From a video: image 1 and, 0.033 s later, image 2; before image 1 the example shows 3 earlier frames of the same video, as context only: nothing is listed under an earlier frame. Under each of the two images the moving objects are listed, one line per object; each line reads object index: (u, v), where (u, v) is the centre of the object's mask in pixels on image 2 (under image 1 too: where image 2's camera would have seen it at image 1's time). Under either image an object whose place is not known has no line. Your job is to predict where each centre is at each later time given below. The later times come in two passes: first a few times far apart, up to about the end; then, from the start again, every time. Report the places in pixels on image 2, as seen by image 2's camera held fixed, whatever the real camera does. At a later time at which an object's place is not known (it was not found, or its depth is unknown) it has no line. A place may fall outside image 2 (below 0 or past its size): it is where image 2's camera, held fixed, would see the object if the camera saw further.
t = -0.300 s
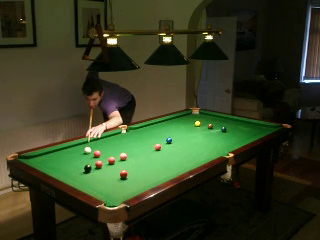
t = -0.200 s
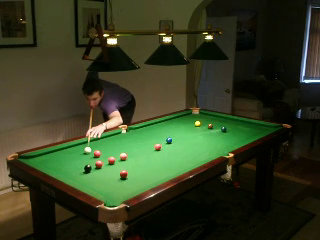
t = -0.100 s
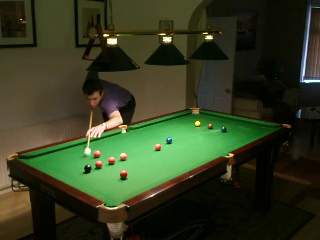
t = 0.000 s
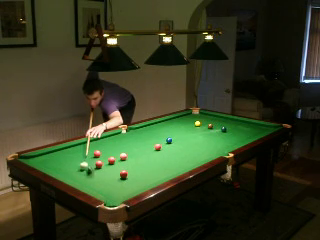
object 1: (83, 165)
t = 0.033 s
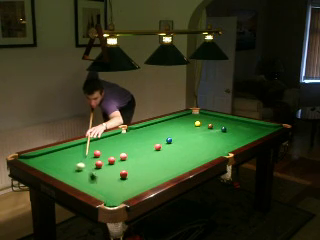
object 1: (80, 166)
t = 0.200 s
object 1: (66, 168)
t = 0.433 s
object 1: (56, 167)
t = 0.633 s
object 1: (59, 163)
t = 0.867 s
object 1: (62, 158)
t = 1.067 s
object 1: (65, 155)
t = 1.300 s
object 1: (67, 151)
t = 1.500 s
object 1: (70, 148)
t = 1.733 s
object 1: (72, 146)
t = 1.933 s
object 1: (76, 145)
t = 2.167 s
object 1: (80, 145)
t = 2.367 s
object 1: (82, 144)
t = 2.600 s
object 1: (86, 144)
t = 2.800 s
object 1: (87, 144)
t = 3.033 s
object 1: (89, 144)
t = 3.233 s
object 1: (90, 144)
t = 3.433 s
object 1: (90, 144)
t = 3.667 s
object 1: (90, 145)
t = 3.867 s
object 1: (90, 145)
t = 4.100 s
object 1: (90, 145)
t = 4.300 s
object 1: (90, 145)
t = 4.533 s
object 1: (90, 145)
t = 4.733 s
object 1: (90, 145)
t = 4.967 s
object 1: (90, 145)
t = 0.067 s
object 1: (77, 167)
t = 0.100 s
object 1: (74, 167)
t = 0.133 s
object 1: (71, 167)
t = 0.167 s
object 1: (68, 168)
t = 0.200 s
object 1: (66, 168)
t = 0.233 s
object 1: (63, 168)
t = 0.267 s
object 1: (60, 168)
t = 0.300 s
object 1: (57, 168)
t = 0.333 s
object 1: (55, 168)
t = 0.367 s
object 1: (55, 168)
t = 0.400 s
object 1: (55, 167)
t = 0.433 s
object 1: (56, 167)
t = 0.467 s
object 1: (56, 166)
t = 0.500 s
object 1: (57, 165)
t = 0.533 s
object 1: (58, 165)
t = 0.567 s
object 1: (58, 164)
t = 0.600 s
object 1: (58, 163)
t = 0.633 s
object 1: (59, 163)
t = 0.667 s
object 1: (59, 162)
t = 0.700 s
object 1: (60, 161)
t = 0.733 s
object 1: (60, 161)
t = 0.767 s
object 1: (61, 160)
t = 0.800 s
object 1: (61, 160)
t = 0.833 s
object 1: (62, 159)
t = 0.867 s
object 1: (62, 158)
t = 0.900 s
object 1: (63, 157)
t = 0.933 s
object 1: (63, 157)
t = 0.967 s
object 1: (64, 156)
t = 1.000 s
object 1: (64, 156)
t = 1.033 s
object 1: (64, 155)
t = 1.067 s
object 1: (65, 155)
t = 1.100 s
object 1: (65, 154)
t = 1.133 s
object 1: (66, 154)
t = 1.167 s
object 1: (66, 153)
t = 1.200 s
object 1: (66, 153)
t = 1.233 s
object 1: (67, 152)
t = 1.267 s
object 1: (67, 152)
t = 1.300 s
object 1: (67, 151)
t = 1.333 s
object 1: (68, 151)
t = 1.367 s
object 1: (68, 150)
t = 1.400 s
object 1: (68, 150)
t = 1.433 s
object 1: (69, 149)
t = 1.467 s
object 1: (69, 149)
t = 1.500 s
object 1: (70, 148)
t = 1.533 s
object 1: (70, 148)
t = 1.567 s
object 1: (70, 148)
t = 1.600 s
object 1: (70, 147)
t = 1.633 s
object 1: (71, 147)
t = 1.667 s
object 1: (71, 146)
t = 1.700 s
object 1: (71, 146)
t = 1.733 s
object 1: (72, 146)
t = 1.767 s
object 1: (72, 146)
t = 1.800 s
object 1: (73, 146)
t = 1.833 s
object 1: (74, 145)
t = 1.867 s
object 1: (74, 145)
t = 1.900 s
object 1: (75, 145)
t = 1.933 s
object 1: (76, 145)
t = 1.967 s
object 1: (76, 145)
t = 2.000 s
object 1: (77, 145)
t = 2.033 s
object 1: (77, 145)
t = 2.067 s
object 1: (78, 145)
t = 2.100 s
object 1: (79, 145)
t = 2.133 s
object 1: (79, 145)
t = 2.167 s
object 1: (80, 145)
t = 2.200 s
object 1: (80, 145)
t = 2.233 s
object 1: (81, 145)
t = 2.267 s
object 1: (81, 145)
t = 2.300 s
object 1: (82, 144)
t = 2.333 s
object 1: (82, 145)
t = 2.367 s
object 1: (82, 144)
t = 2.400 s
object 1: (83, 145)
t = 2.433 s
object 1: (84, 144)
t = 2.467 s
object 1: (84, 144)
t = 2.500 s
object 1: (85, 144)
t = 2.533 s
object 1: (85, 144)
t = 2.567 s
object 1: (85, 144)
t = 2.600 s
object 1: (86, 144)
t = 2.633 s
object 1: (86, 144)
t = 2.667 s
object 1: (86, 144)
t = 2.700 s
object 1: (87, 144)
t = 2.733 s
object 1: (87, 144)
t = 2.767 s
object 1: (87, 144)
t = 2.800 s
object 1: (87, 144)
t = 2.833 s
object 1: (88, 144)
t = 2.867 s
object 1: (88, 144)
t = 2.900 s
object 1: (88, 144)
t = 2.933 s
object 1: (88, 144)
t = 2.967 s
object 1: (88, 144)
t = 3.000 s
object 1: (89, 144)
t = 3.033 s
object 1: (89, 144)
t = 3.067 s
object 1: (89, 144)
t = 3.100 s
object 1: (89, 145)
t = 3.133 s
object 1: (90, 144)
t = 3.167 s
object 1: (90, 144)
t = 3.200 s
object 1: (90, 144)
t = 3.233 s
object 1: (90, 144)
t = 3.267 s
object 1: (90, 144)
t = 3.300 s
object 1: (90, 144)
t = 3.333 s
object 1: (90, 144)
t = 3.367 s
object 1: (90, 144)
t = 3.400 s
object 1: (90, 145)
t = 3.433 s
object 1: (90, 144)
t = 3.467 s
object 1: (90, 145)
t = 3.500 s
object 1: (90, 145)
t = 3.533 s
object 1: (90, 145)
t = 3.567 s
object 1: (90, 145)
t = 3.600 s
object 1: (90, 145)
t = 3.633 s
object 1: (90, 145)
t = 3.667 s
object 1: (90, 145)
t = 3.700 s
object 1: (90, 145)
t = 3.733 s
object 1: (90, 145)
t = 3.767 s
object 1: (90, 145)
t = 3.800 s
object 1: (90, 145)
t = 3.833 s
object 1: (90, 145)
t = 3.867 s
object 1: (90, 145)
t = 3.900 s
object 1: (90, 145)
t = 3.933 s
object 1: (90, 145)
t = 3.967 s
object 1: (90, 145)
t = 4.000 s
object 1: (90, 145)
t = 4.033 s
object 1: (90, 145)
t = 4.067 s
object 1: (90, 145)
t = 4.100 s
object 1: (90, 145)
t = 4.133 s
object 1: (90, 145)
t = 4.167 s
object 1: (90, 145)
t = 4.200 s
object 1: (90, 145)
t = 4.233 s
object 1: (90, 145)
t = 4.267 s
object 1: (90, 145)
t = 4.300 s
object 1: (90, 145)
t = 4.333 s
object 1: (90, 145)
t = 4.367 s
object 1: (90, 145)
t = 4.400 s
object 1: (90, 145)
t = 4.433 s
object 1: (90, 145)
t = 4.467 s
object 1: (90, 145)
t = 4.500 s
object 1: (90, 145)
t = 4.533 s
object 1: (90, 145)
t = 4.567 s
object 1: (90, 145)
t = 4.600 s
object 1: (90, 145)
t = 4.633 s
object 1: (90, 145)
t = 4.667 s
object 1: (90, 145)
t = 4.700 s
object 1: (90, 145)
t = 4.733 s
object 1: (90, 145)
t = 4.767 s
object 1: (90, 145)
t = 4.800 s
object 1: (90, 145)
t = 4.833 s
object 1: (90, 145)
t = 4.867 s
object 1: (90, 145)
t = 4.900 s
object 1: (90, 145)
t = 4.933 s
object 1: (90, 145)
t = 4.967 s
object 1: (90, 145)
